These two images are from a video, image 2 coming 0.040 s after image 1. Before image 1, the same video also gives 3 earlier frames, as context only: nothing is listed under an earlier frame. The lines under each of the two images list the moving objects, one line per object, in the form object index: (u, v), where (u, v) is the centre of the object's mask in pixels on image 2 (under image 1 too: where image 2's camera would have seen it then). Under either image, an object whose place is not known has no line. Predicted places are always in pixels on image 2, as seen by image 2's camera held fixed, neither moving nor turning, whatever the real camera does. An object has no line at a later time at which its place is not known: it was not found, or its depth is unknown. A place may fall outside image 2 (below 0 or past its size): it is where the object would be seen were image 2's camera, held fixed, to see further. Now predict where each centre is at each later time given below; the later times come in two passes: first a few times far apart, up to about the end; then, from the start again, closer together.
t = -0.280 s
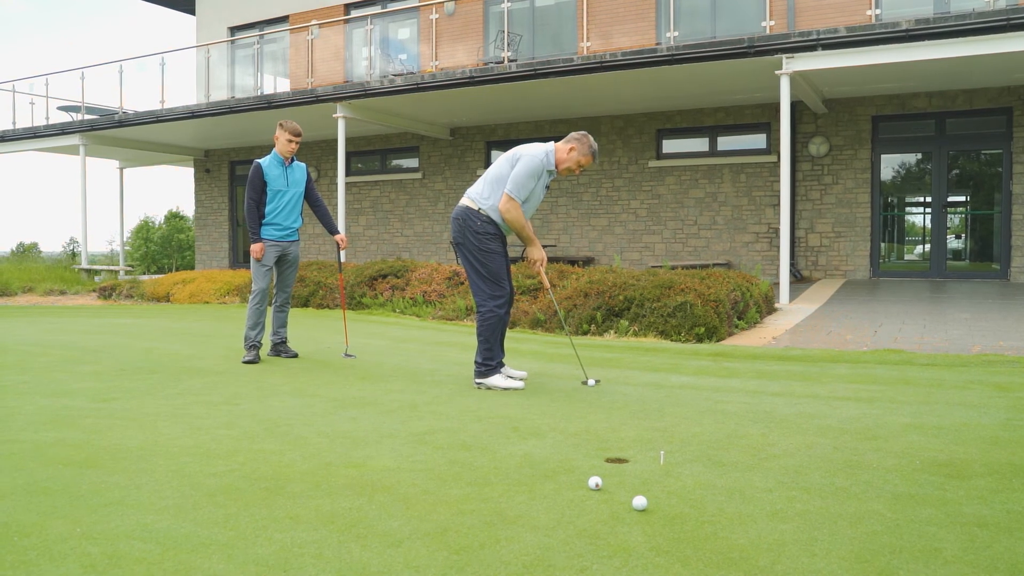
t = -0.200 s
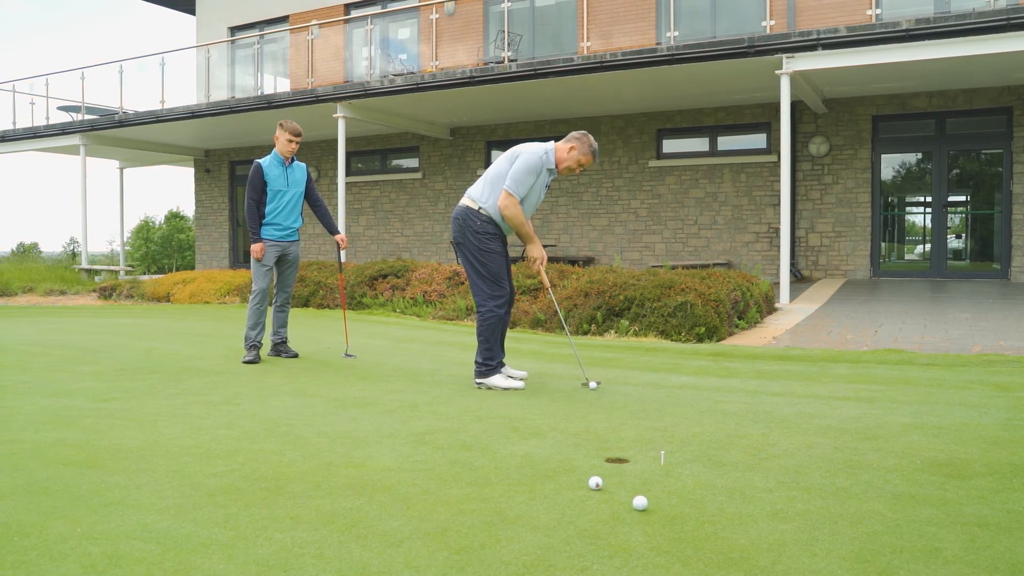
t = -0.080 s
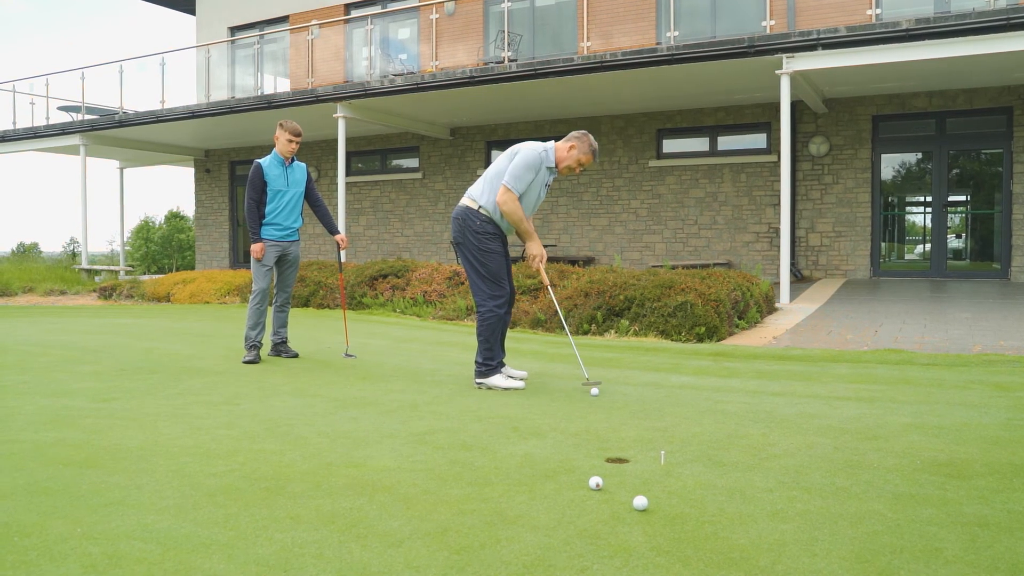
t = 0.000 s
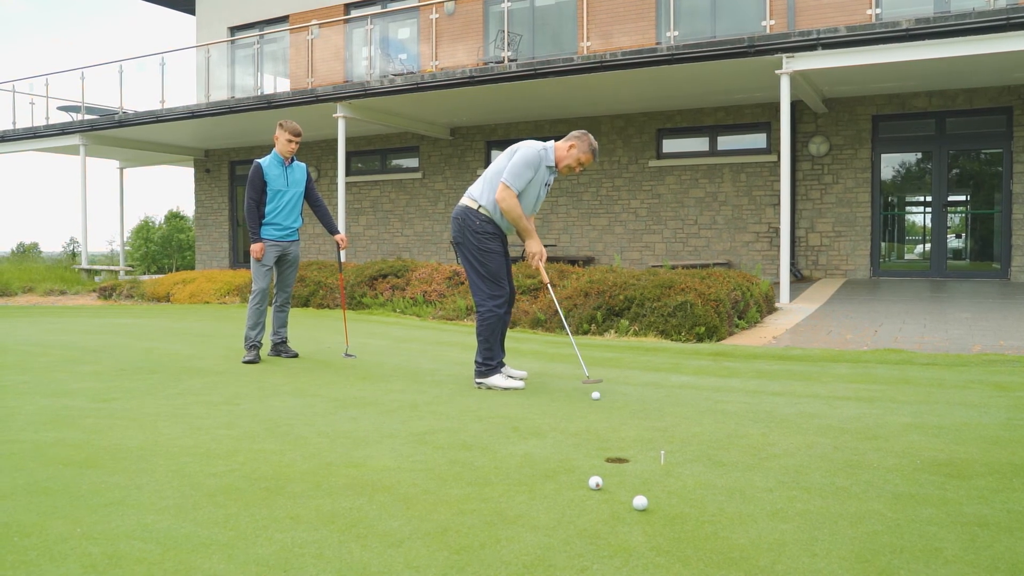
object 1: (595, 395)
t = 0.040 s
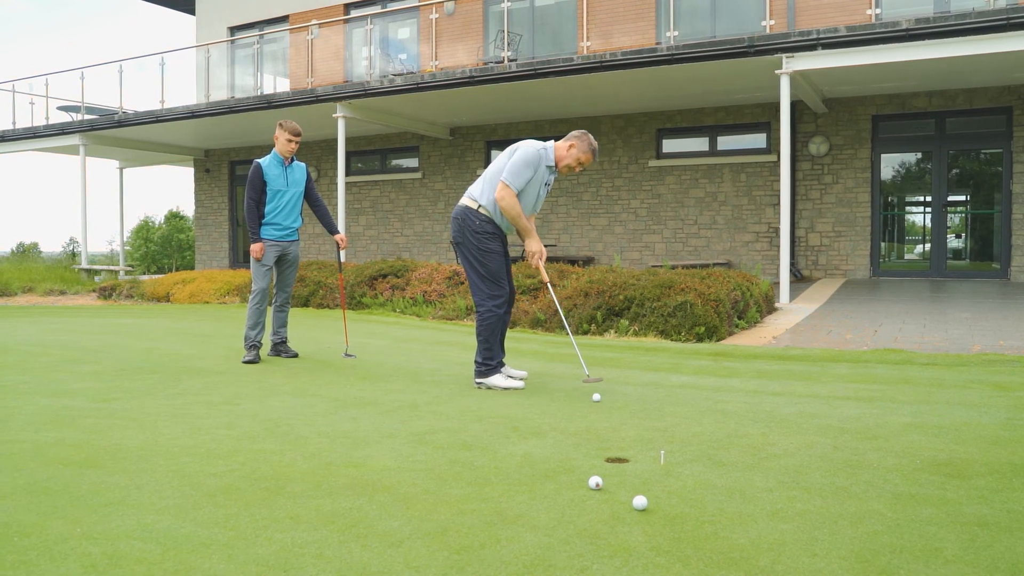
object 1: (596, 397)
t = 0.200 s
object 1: (598, 406)
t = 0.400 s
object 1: (600, 417)
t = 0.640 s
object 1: (602, 431)
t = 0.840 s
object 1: (602, 445)
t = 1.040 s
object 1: (608, 458)
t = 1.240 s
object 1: (621, 472)
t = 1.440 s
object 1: (635, 484)
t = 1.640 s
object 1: (648, 495)
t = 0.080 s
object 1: (597, 399)
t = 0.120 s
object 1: (597, 401)
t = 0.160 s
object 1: (598, 404)
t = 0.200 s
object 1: (598, 406)
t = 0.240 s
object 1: (599, 408)
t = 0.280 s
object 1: (599, 410)
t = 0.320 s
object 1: (600, 412)
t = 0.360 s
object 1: (600, 415)
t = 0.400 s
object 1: (600, 417)
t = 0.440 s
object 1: (601, 419)
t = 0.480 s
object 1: (601, 422)
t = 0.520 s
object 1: (601, 424)
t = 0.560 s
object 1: (601, 427)
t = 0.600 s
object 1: (602, 429)
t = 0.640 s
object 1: (602, 431)
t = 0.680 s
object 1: (601, 434)
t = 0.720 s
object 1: (602, 437)
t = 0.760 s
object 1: (602, 440)
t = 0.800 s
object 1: (602, 442)
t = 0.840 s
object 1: (602, 445)
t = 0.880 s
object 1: (603, 448)
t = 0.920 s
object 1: (603, 450)
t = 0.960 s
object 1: (604, 454)
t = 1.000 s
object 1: (605, 456)
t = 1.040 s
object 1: (608, 458)
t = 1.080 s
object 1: (610, 461)
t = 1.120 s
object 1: (613, 463)
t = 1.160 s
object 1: (615, 466)
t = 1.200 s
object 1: (618, 469)
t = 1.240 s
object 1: (621, 472)
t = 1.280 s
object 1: (624, 474)
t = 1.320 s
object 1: (627, 476)
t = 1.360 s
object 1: (630, 479)
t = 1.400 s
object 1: (632, 482)
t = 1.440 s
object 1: (635, 484)
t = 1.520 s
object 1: (640, 489)
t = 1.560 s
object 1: (643, 491)
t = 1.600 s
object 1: (646, 493)
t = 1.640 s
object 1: (648, 495)
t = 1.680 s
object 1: (650, 498)
